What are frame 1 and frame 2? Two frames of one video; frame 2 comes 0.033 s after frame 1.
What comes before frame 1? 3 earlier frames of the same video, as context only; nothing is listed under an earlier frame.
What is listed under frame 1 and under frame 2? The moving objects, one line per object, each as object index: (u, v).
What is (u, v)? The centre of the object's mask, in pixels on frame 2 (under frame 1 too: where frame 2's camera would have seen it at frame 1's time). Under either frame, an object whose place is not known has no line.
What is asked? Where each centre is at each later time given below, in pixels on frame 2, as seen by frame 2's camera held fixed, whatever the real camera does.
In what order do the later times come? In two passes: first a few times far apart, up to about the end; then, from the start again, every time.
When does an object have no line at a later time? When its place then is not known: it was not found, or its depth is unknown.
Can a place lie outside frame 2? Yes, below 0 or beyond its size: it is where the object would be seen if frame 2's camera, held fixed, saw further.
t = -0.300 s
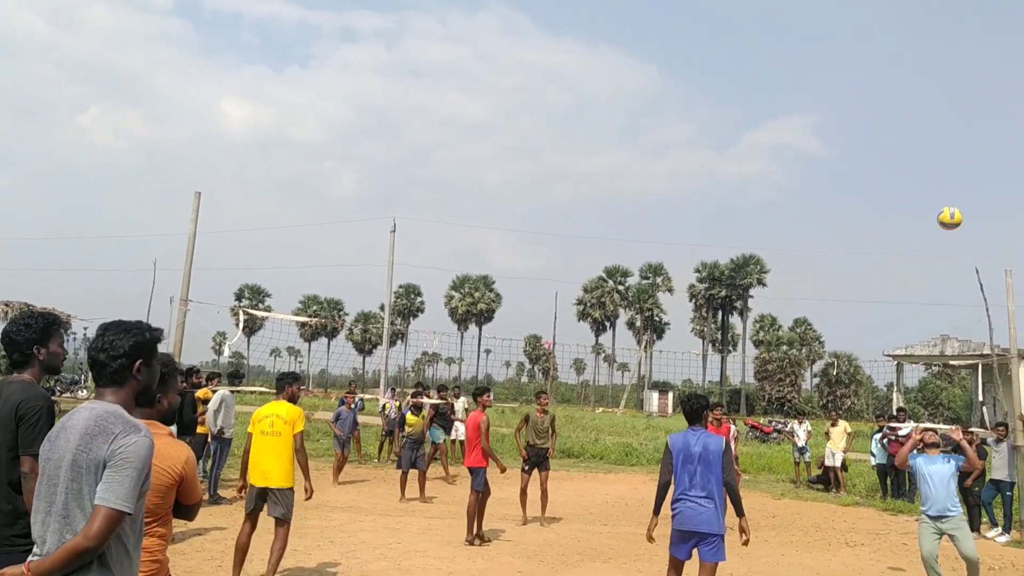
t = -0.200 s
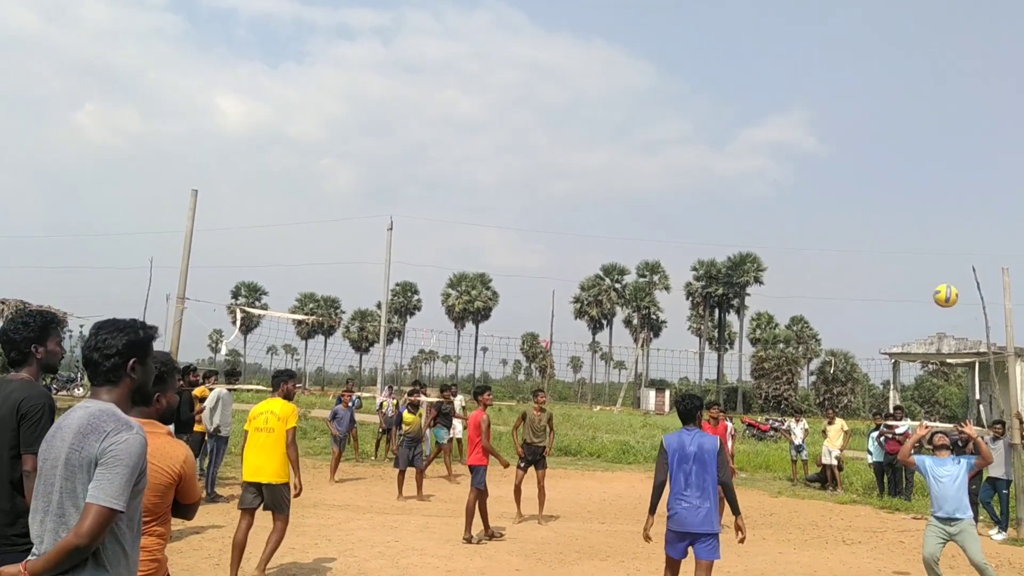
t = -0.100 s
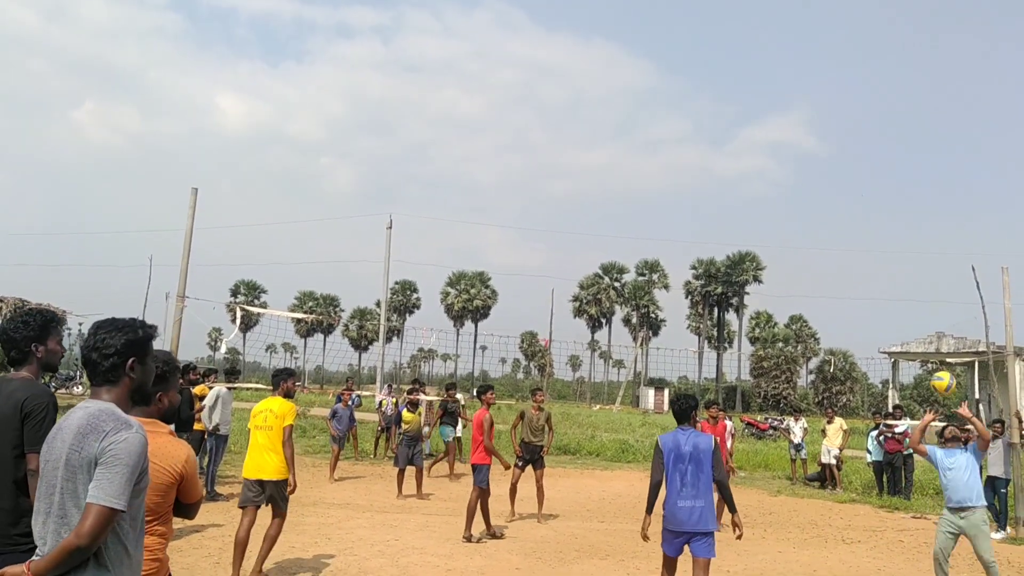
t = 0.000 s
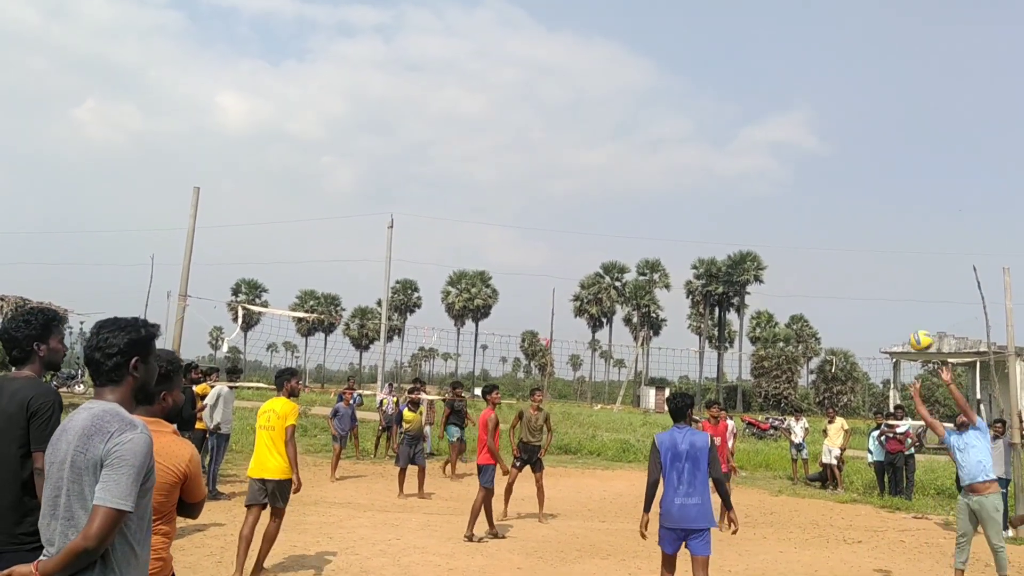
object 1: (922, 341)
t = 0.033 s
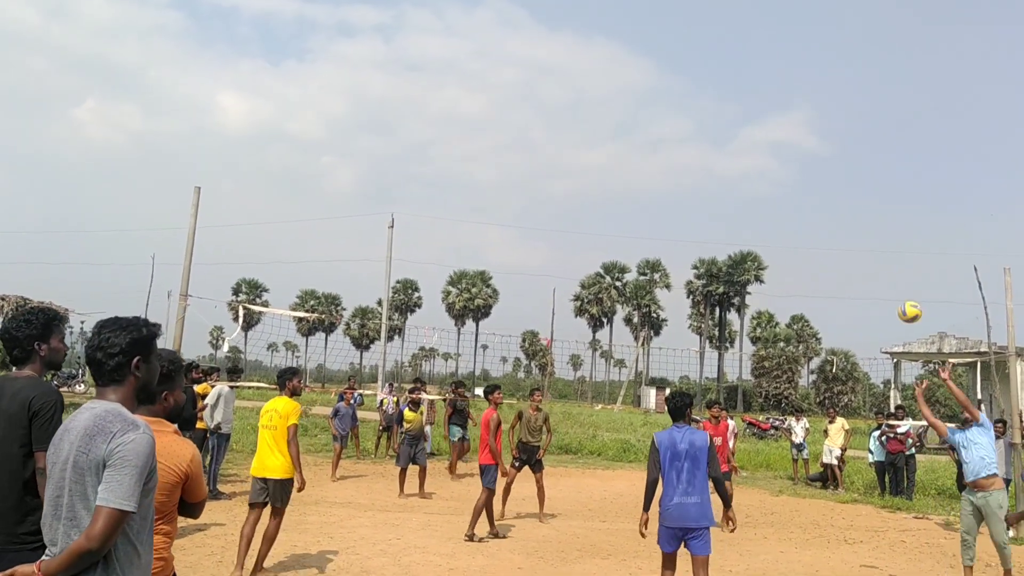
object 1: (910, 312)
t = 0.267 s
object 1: (828, 154)
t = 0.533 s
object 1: (750, 54)
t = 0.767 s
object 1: (687, 24)
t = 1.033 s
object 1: (616, 46)
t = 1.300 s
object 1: (549, 122)
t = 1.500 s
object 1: (499, 214)
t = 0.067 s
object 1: (898, 285)
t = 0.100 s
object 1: (886, 259)
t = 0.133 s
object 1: (874, 235)
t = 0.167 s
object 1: (862, 213)
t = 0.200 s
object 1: (851, 192)
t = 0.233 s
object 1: (839, 172)
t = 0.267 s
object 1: (828, 154)
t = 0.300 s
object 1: (818, 137)
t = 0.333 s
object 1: (807, 122)
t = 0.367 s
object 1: (797, 108)
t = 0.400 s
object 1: (788, 95)
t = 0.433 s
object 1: (778, 83)
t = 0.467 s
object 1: (769, 72)
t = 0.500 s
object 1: (759, 62)
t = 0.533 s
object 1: (750, 54)
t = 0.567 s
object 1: (741, 47)
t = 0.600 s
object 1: (732, 40)
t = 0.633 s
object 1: (723, 35)
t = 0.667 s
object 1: (713, 31)
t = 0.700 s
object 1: (704, 28)
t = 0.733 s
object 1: (695, 25)
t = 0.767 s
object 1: (687, 24)
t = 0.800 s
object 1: (678, 23)
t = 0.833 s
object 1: (669, 24)
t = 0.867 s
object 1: (660, 25)
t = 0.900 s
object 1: (651, 28)
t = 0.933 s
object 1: (642, 31)
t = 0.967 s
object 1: (634, 35)
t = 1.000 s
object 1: (625, 40)
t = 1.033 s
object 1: (616, 46)
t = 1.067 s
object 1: (608, 52)
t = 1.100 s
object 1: (599, 60)
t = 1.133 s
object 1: (591, 68)
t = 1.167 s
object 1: (582, 77)
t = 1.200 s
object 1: (574, 87)
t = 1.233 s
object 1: (565, 98)
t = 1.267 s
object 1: (557, 110)
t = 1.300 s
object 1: (549, 122)
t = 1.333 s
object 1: (540, 136)
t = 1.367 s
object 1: (532, 150)
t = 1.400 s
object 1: (524, 165)
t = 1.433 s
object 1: (516, 180)
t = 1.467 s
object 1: (508, 197)
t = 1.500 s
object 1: (499, 214)
